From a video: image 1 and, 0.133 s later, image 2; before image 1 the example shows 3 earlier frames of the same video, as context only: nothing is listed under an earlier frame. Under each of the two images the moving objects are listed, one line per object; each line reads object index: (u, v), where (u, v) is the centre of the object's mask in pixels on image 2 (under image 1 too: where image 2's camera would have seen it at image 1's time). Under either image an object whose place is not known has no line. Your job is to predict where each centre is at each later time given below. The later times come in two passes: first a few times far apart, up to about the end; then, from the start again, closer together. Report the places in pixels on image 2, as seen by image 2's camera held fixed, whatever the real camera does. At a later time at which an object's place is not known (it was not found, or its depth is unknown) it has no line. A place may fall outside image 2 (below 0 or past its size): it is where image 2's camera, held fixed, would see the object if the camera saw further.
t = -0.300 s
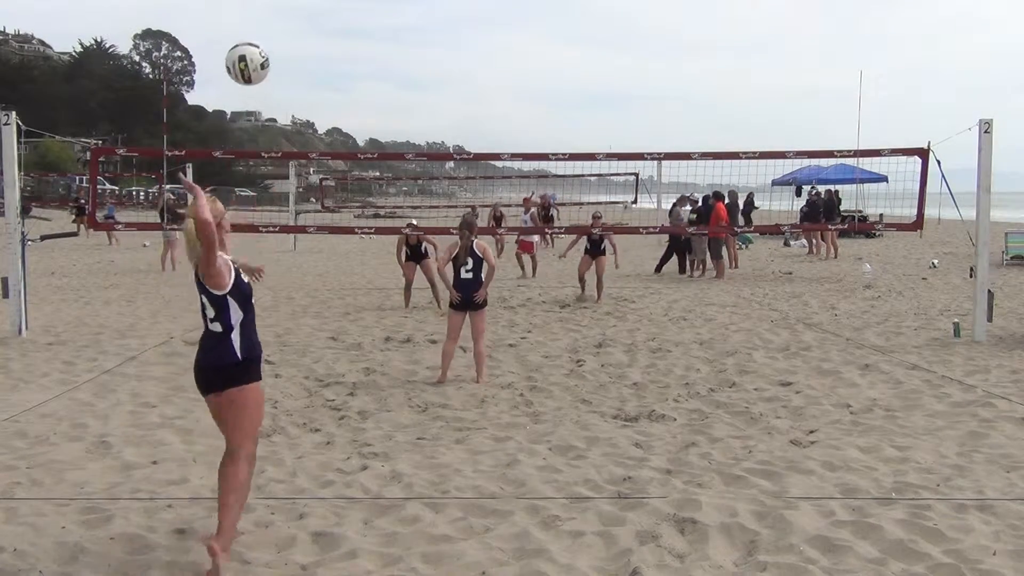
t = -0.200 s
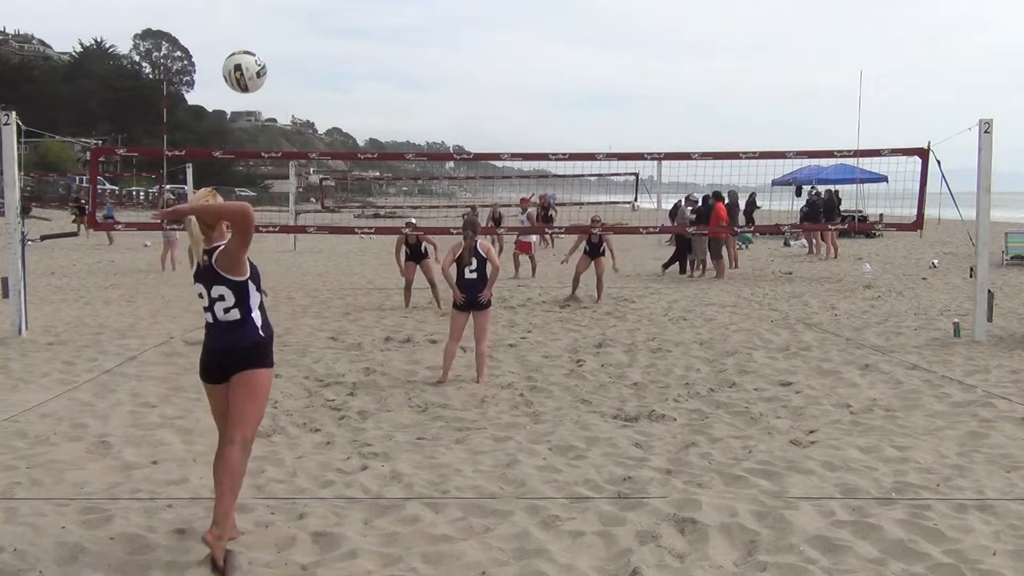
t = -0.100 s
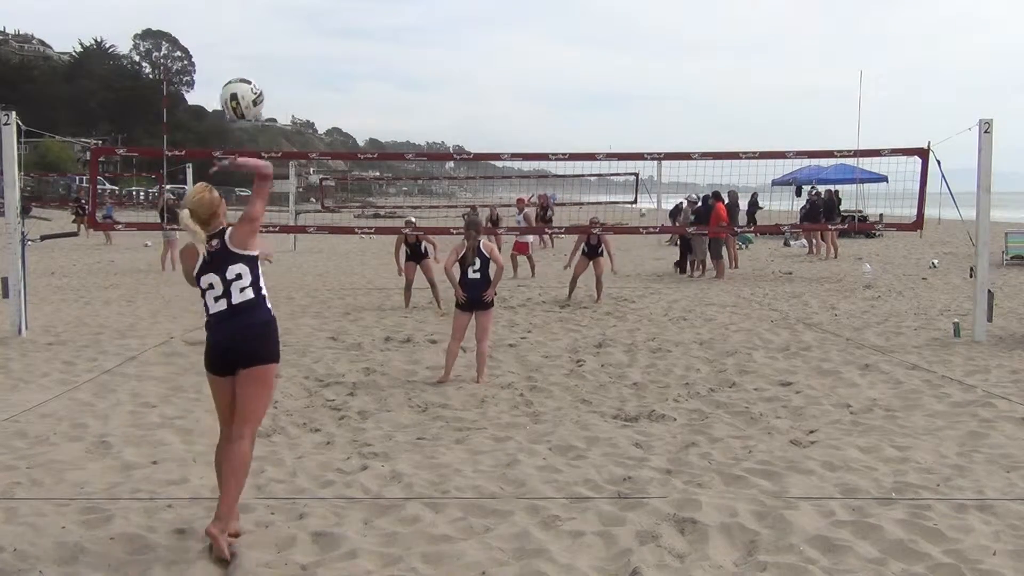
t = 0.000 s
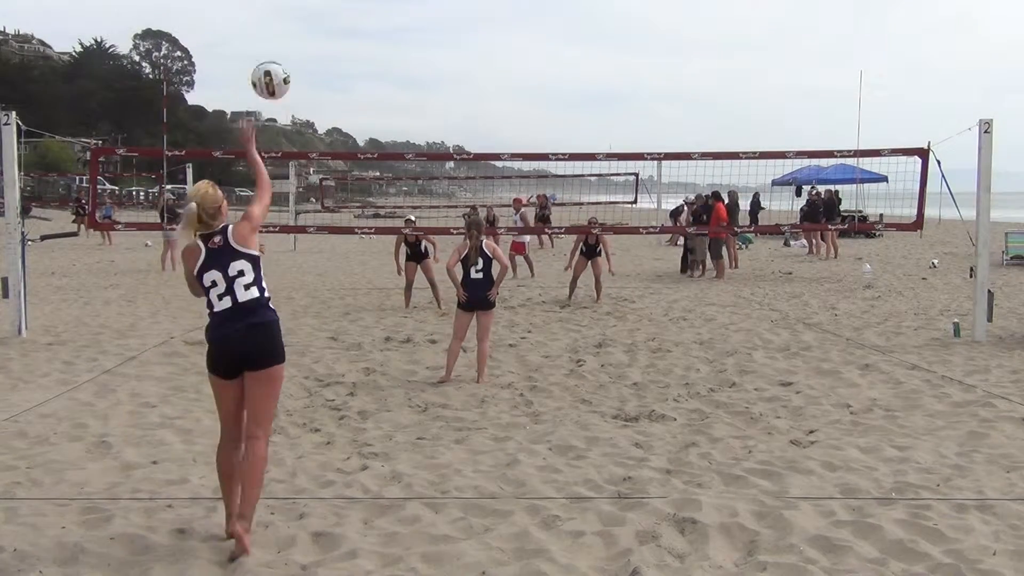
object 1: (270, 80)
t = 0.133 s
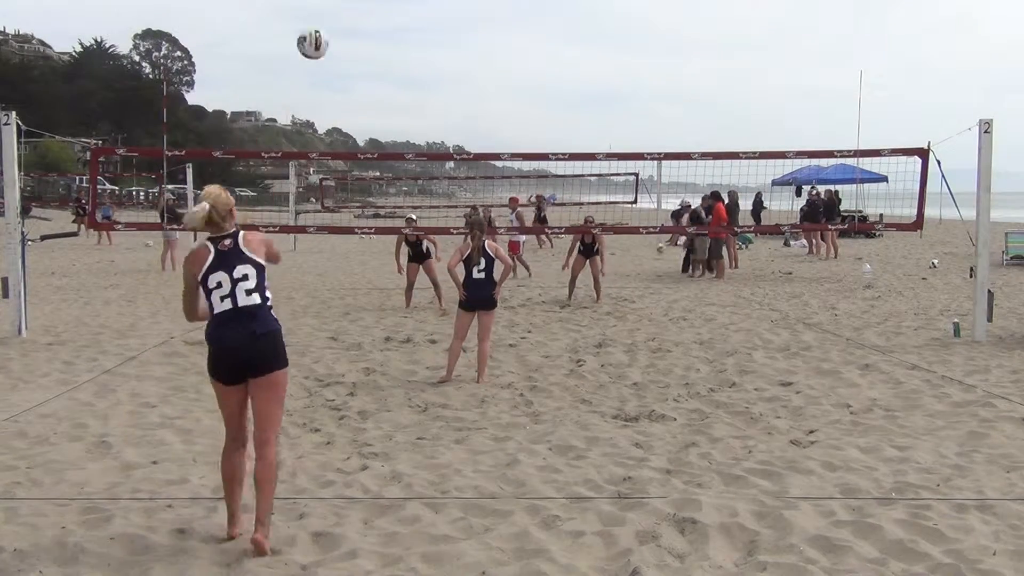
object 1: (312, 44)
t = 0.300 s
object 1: (344, 40)
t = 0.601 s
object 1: (382, 86)
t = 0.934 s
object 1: (400, 189)
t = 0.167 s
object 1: (320, 41)
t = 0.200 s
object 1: (327, 39)
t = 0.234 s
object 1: (333, 38)
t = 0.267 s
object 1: (338, 38)
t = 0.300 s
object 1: (344, 40)
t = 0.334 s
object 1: (349, 42)
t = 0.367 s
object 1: (354, 45)
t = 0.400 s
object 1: (359, 49)
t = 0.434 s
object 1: (363, 54)
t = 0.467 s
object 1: (368, 59)
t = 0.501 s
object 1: (372, 65)
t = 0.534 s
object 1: (376, 71)
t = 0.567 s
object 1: (379, 78)
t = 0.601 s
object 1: (382, 86)
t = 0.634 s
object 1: (384, 95)
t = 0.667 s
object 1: (386, 105)
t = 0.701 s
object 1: (388, 114)
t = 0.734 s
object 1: (391, 123)
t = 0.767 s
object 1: (393, 133)
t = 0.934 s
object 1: (400, 189)
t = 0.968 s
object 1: (403, 199)
